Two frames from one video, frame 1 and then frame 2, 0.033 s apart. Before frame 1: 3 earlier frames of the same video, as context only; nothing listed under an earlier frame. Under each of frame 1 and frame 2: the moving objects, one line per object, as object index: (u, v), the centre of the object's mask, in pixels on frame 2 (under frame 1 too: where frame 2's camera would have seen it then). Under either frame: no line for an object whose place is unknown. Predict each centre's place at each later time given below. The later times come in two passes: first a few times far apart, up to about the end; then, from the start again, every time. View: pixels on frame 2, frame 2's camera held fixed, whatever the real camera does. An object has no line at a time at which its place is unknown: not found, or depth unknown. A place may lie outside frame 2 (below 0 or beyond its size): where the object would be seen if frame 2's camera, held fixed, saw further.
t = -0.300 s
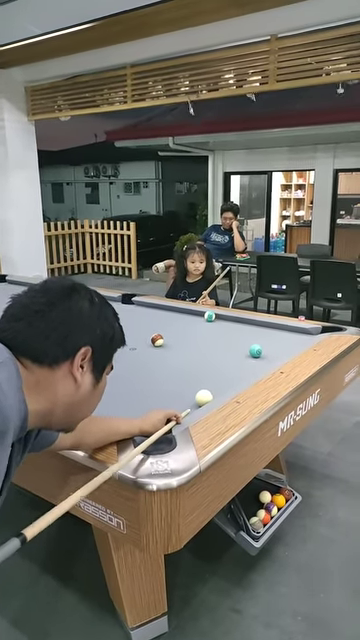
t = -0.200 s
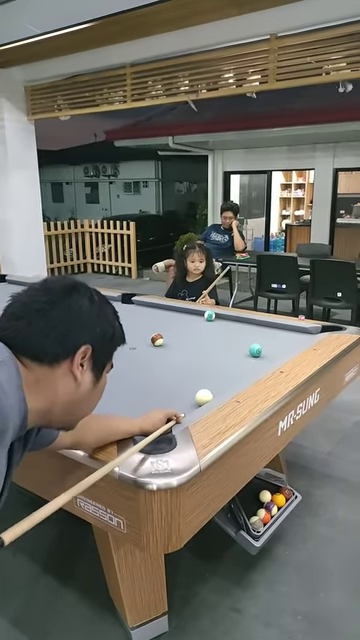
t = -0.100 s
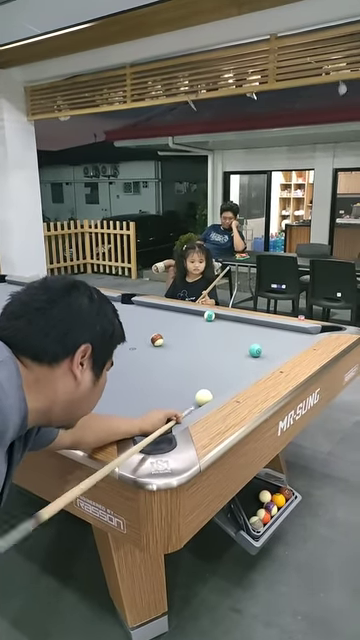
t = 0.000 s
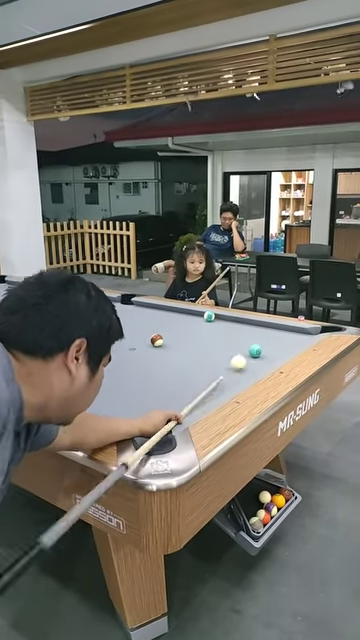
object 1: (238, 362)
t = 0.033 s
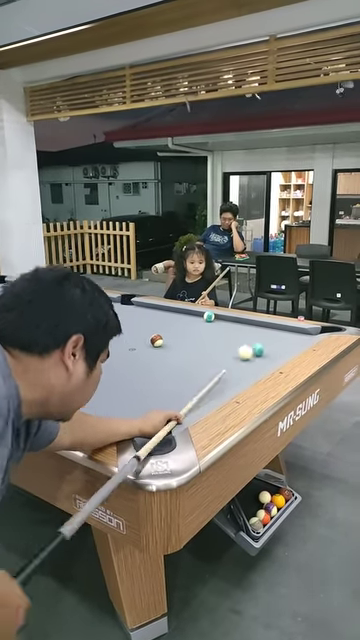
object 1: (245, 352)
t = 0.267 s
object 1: (199, 338)
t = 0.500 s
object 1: (171, 326)
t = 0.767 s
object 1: (143, 316)
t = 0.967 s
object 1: (126, 310)
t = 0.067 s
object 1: (236, 350)
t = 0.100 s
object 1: (229, 348)
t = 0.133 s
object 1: (222, 345)
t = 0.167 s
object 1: (215, 343)
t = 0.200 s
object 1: (209, 341)
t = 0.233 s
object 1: (204, 339)
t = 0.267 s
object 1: (199, 338)
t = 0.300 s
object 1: (195, 336)
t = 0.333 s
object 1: (190, 334)
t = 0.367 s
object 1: (186, 333)
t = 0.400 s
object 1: (182, 331)
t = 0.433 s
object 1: (178, 330)
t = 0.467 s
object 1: (175, 328)
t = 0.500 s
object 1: (171, 326)
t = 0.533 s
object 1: (167, 325)
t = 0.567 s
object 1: (163, 324)
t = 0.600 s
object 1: (158, 322)
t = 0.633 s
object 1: (154, 320)
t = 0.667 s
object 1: (150, 319)
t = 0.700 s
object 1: (148, 317)
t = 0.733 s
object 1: (145, 317)
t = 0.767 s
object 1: (143, 316)
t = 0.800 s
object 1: (140, 315)
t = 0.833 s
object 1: (137, 314)
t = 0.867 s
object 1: (134, 313)
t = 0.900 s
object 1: (131, 312)
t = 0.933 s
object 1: (129, 311)
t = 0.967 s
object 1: (126, 310)
